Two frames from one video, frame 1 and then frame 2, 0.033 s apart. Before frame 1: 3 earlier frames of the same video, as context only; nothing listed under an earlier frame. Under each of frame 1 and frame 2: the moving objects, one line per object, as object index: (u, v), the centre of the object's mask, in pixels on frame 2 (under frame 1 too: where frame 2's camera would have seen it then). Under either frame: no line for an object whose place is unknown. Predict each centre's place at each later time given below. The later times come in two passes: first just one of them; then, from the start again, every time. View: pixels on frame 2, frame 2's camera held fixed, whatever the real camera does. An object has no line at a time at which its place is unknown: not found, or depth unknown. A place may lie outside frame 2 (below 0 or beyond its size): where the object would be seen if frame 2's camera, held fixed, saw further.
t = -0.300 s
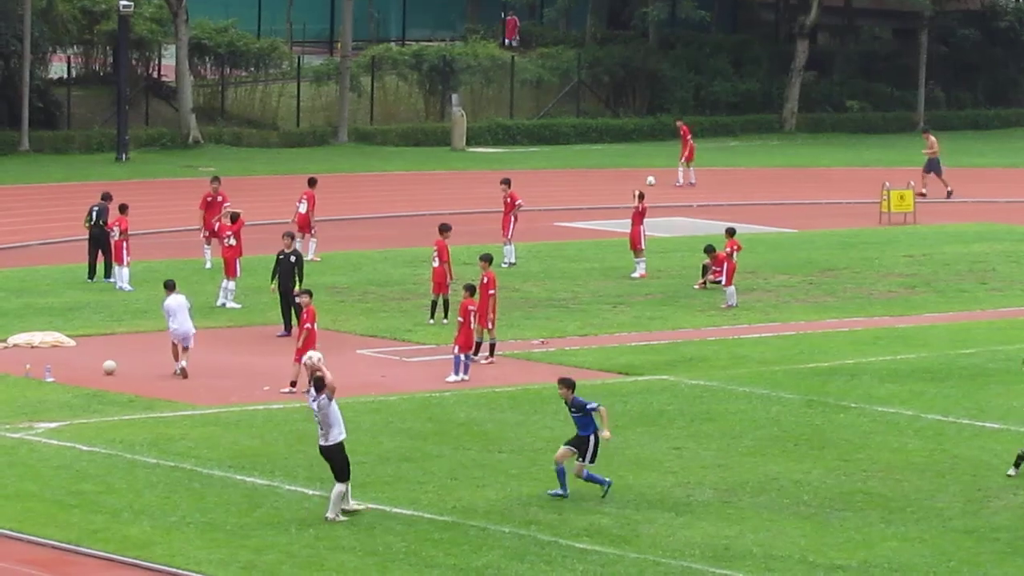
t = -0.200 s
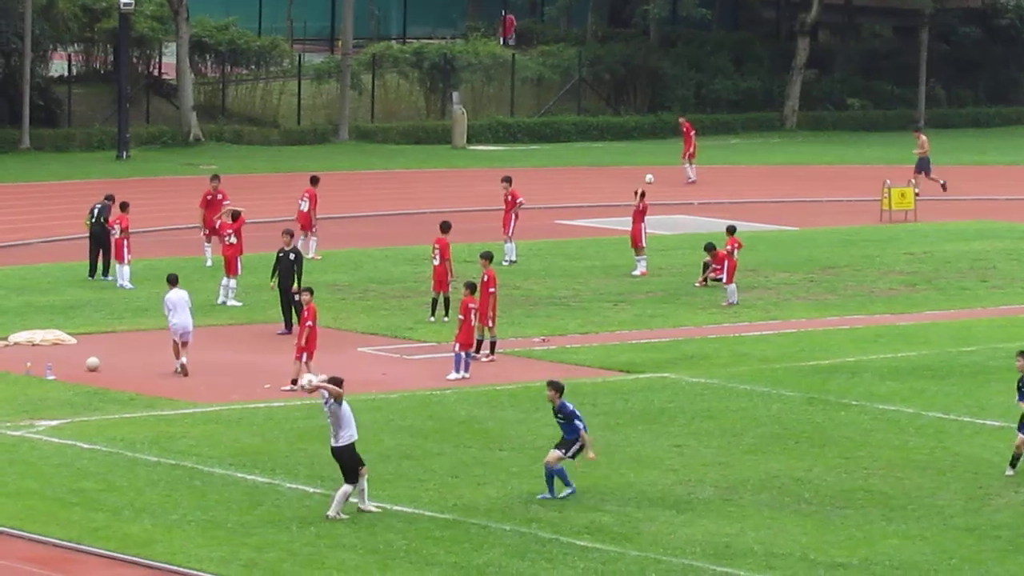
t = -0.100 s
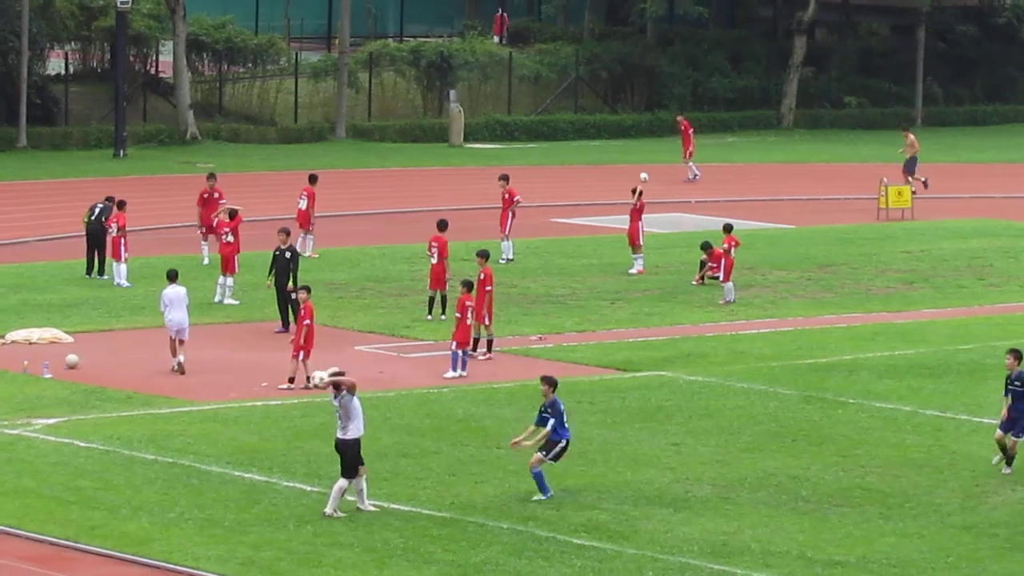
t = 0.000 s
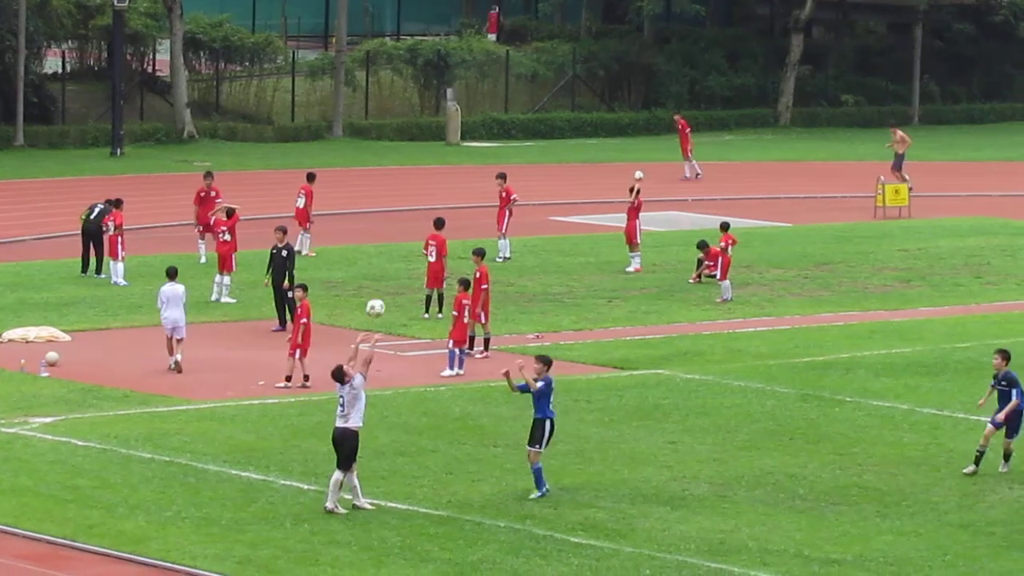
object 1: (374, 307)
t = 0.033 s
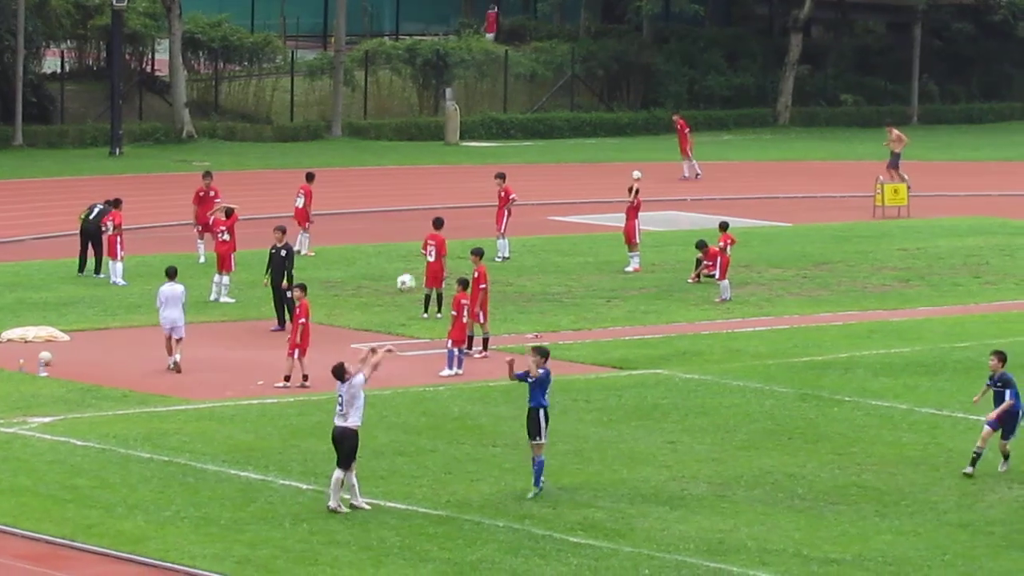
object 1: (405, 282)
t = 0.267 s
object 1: (609, 142)
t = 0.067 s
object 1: (436, 258)
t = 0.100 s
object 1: (466, 237)
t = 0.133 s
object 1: (495, 216)
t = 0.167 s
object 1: (525, 196)
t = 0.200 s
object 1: (554, 177)
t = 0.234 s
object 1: (581, 159)
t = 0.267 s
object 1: (609, 142)
